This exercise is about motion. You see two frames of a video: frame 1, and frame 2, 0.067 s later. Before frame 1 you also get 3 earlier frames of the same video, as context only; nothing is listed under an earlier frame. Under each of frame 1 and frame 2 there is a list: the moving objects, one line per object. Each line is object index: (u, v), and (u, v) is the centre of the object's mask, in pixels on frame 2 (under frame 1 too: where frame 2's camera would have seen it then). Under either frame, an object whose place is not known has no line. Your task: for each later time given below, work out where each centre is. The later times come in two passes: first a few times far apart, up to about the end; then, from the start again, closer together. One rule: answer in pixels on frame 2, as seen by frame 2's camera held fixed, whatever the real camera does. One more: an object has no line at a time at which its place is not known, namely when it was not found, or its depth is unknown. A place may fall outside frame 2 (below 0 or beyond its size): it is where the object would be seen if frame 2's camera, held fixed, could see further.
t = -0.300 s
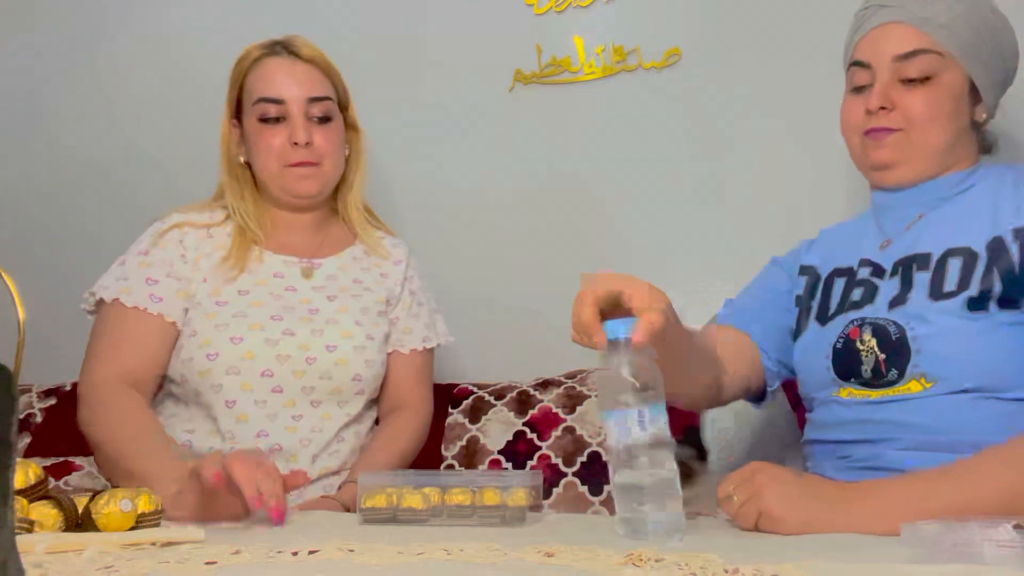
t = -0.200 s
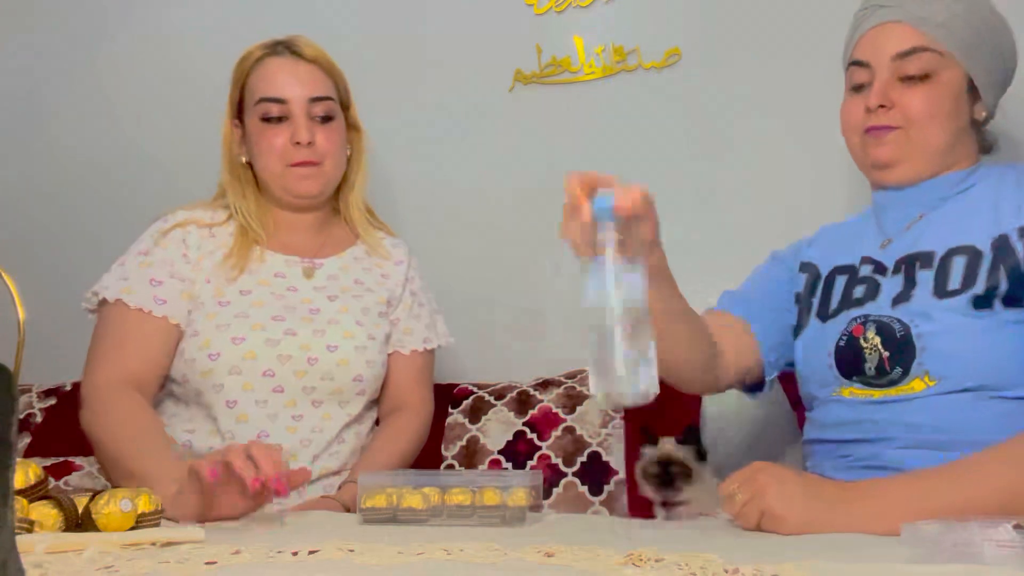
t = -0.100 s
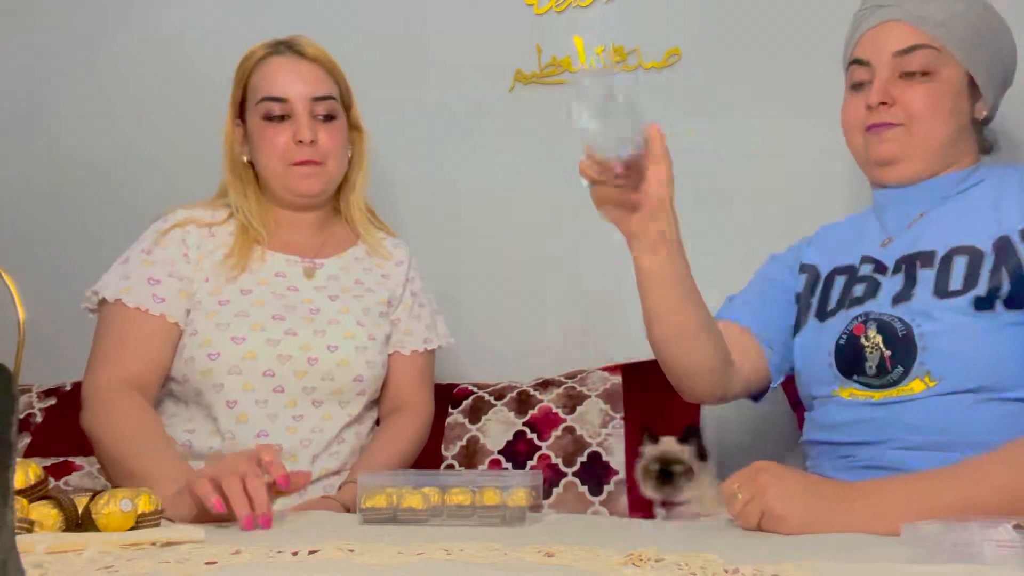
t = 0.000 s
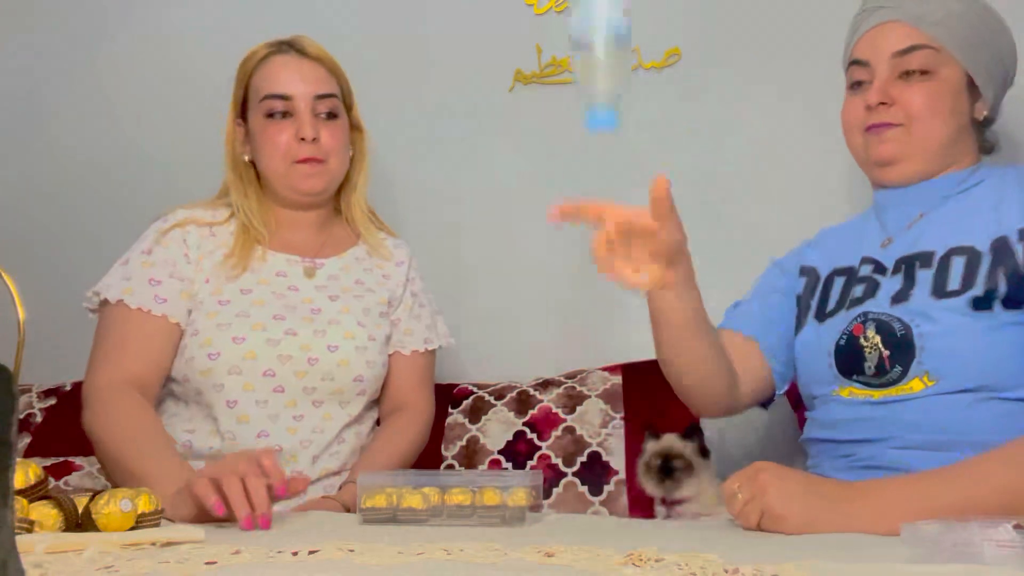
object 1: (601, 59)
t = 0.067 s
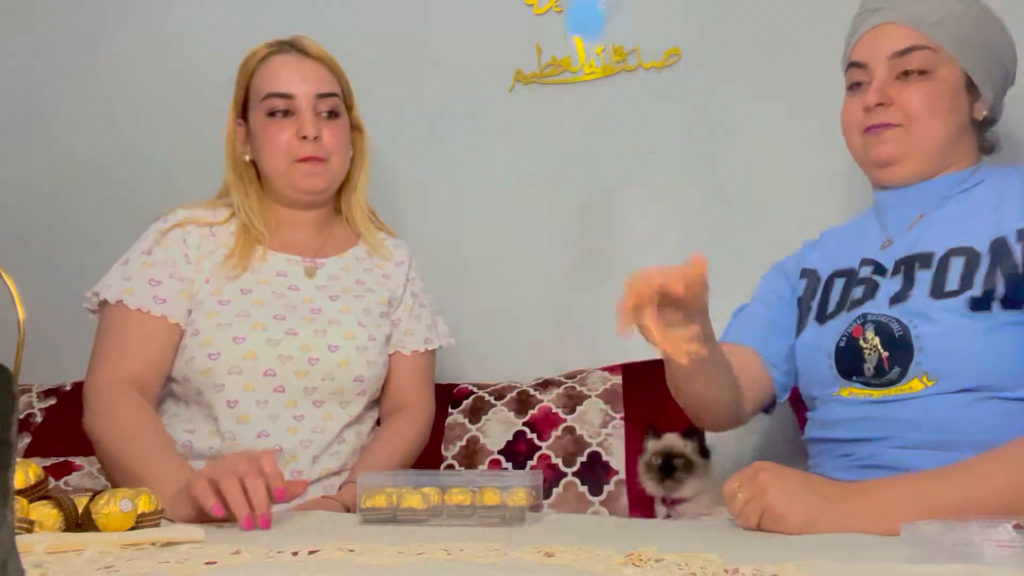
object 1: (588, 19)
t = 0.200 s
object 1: (603, 39)
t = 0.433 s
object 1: (622, 436)
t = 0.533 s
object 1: (635, 461)
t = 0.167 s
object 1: (605, 16)
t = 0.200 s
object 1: (603, 39)
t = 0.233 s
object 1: (602, 61)
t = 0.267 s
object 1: (605, 123)
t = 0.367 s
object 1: (614, 372)
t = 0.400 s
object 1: (617, 436)
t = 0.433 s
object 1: (622, 436)
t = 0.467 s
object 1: (625, 439)
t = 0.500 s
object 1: (629, 445)
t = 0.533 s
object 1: (635, 461)
